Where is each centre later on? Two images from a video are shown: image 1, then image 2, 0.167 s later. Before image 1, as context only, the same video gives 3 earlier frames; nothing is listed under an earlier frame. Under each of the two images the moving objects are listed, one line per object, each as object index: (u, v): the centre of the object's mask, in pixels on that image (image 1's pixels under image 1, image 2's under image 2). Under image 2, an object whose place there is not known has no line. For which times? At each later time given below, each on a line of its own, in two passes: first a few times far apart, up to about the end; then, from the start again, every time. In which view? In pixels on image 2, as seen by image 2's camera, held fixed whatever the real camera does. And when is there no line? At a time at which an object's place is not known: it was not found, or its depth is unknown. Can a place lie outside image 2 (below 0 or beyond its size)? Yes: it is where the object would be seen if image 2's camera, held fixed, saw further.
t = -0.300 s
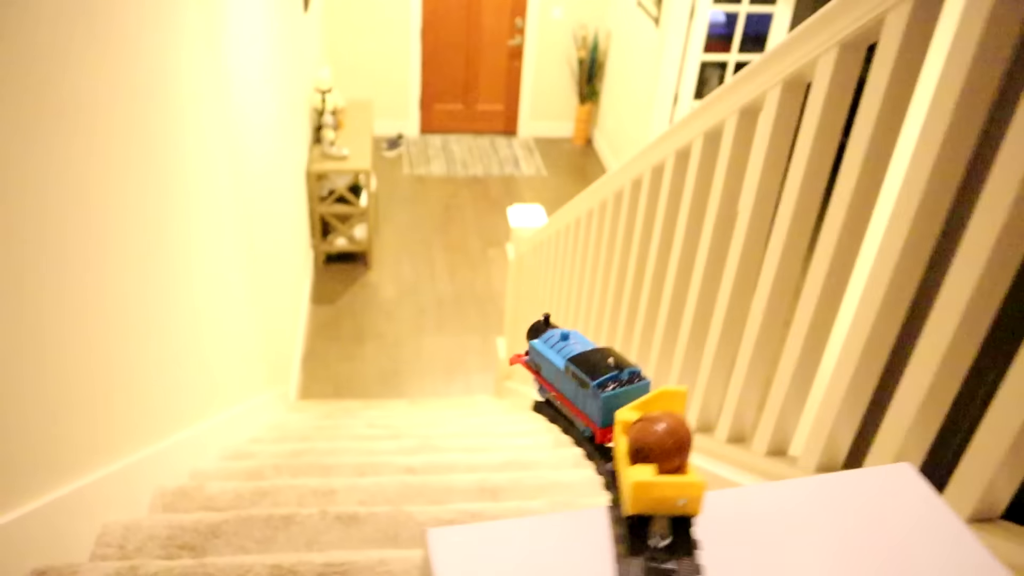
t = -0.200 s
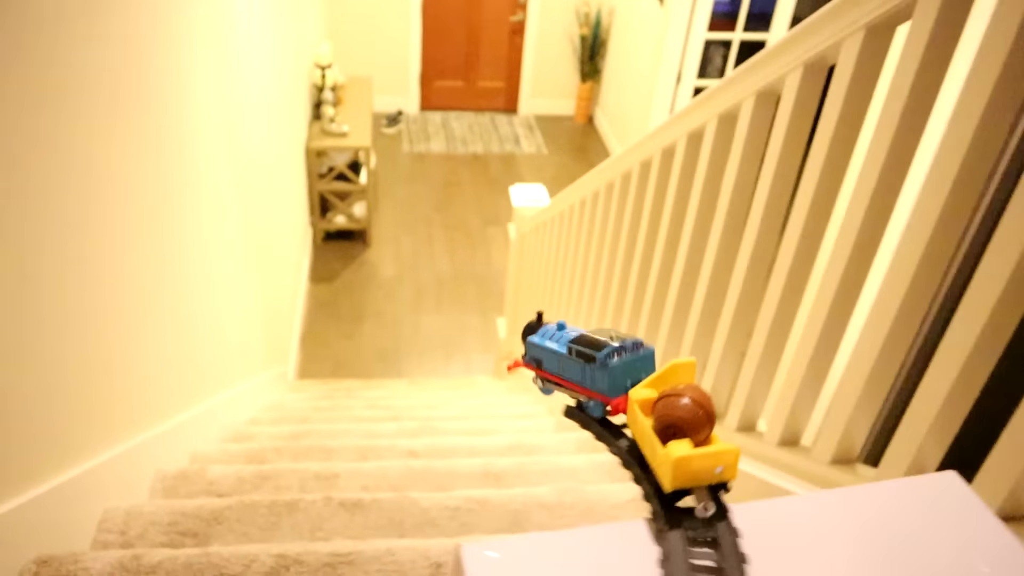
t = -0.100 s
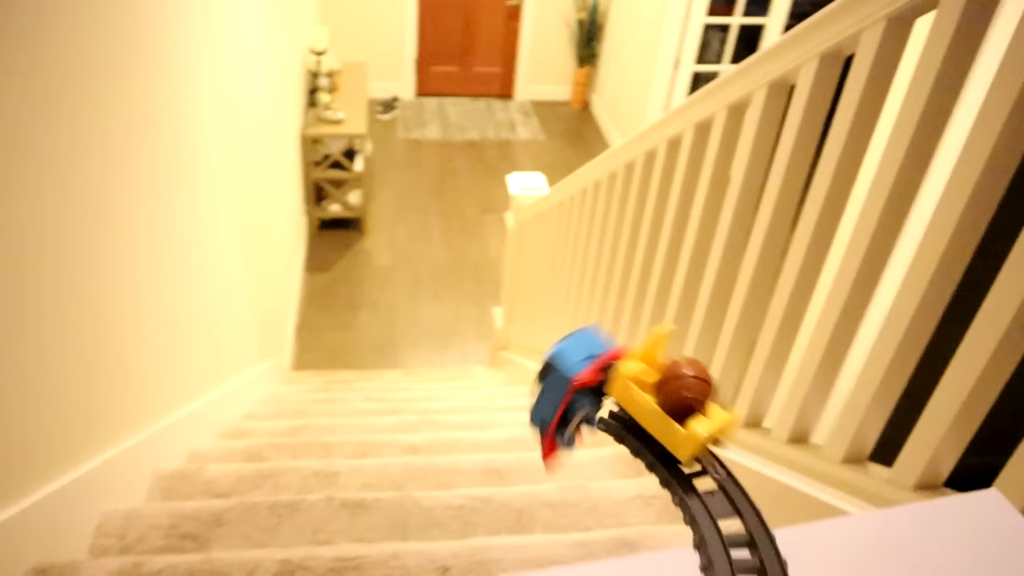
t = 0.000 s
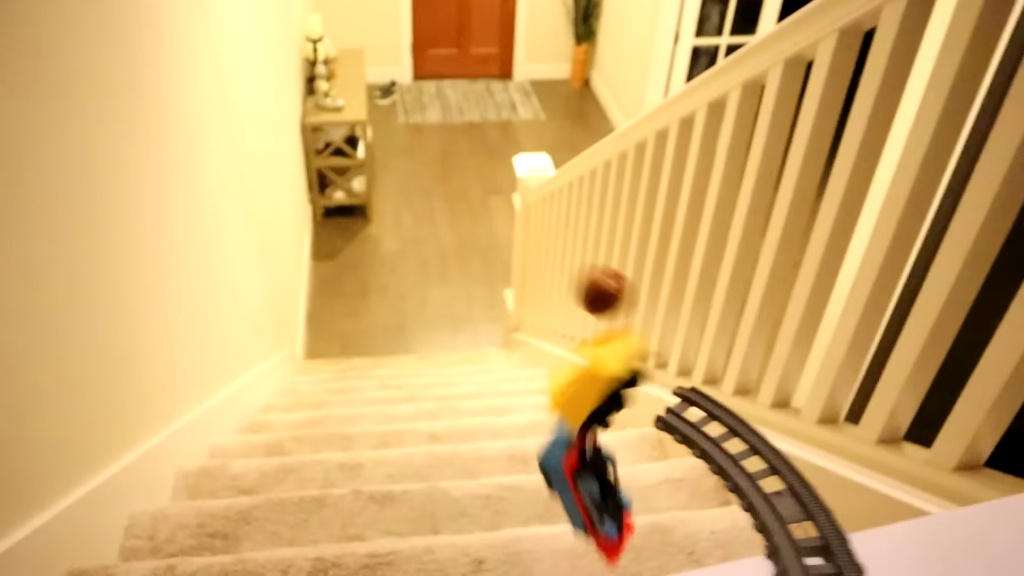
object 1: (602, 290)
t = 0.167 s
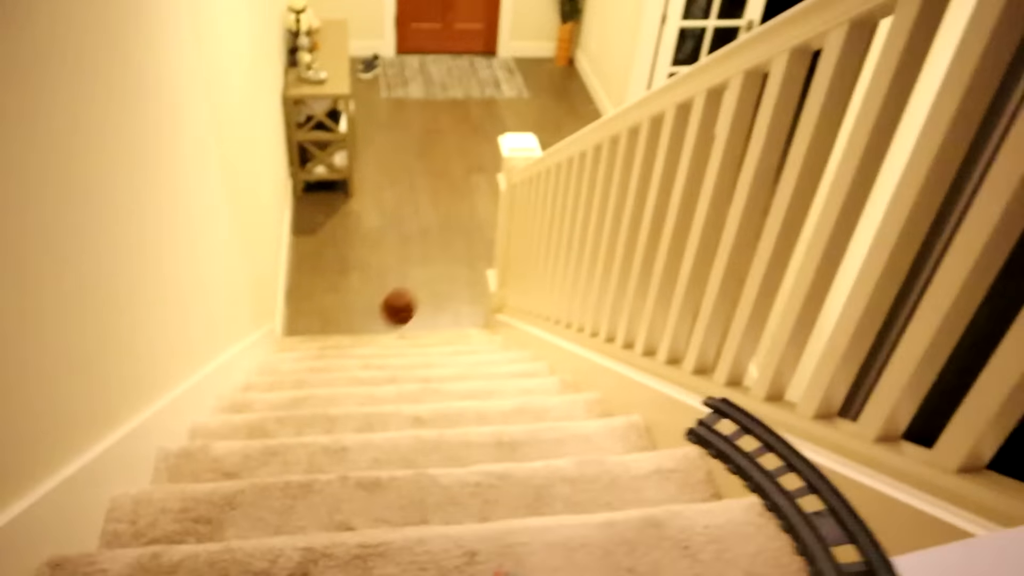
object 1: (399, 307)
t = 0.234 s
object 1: (353, 360)
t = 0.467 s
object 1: (296, 384)
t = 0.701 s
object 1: (301, 325)
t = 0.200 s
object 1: (375, 332)
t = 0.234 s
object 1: (353, 360)
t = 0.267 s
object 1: (336, 388)
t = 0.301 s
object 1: (322, 416)
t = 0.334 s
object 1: (311, 444)
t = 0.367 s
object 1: (302, 470)
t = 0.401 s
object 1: (299, 444)
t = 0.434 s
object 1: (297, 411)
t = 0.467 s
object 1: (296, 384)
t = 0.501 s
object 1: (297, 362)
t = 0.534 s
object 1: (297, 345)
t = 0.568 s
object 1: (298, 332)
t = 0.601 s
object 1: (299, 325)
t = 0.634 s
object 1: (300, 322)
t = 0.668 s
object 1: (301, 320)
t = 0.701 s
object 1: (301, 325)
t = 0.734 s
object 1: (302, 331)
